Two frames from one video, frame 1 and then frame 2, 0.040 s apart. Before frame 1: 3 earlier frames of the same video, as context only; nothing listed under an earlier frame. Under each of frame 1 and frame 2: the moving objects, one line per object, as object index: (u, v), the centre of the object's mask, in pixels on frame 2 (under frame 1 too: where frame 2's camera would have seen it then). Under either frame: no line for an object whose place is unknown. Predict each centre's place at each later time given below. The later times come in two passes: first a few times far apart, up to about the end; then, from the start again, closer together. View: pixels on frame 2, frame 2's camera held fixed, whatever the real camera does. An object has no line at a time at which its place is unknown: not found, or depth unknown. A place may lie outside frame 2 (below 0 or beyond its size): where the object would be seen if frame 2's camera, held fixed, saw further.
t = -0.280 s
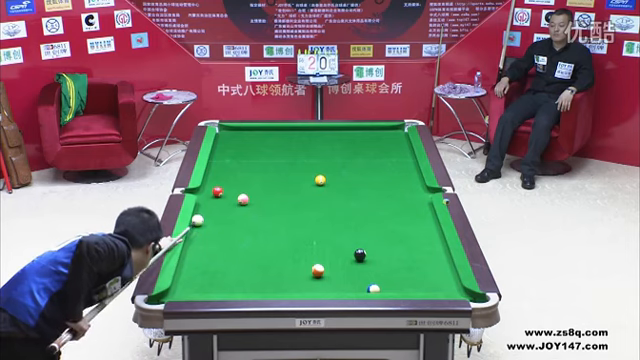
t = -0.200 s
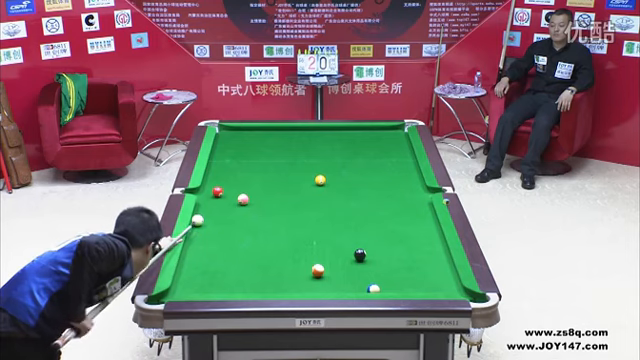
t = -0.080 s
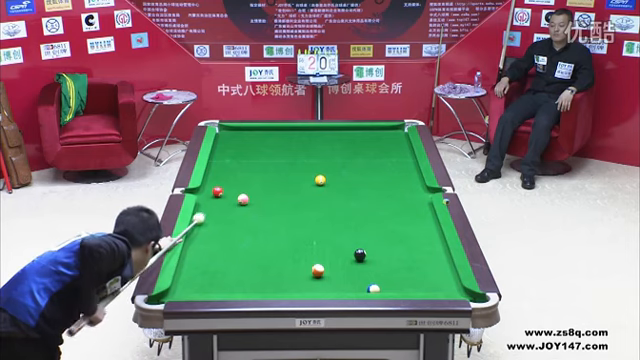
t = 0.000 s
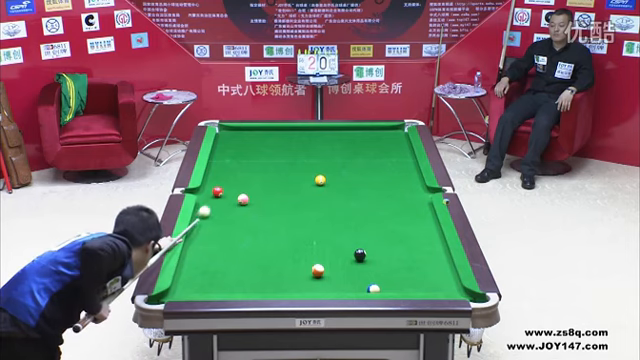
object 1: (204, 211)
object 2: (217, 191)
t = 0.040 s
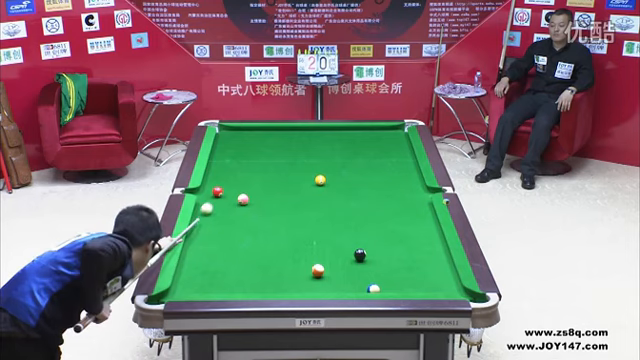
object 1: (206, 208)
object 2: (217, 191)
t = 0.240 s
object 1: (217, 196)
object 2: (217, 189)
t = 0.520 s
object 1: (229, 192)
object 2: (218, 180)
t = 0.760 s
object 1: (238, 189)
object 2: (218, 172)
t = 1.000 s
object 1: (247, 186)
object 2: (218, 166)
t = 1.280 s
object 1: (255, 183)
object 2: (218, 158)
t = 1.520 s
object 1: (262, 181)
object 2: (218, 153)
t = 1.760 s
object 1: (268, 179)
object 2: (218, 148)
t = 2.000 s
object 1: (273, 178)
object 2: (217, 144)
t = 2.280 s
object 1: (277, 176)
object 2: (218, 139)
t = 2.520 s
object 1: (280, 175)
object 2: (220, 135)
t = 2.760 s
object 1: (282, 175)
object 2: (222, 132)
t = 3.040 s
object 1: (284, 175)
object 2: (223, 129)
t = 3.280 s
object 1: (284, 175)
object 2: (223, 127)
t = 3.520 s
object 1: (284, 175)
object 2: (220, 128)
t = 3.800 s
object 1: (284, 175)
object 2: (220, 128)
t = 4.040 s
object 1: (284, 175)
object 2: (221, 128)
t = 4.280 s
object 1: (284, 175)
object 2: (221, 128)
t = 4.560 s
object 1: (284, 175)
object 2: (221, 128)
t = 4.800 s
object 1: (284, 175)
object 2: (221, 128)
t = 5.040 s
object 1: (284, 175)
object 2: (221, 128)
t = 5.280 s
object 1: (284, 175)
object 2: (221, 128)
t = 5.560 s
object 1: (284, 175)
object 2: (221, 128)
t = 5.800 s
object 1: (284, 175)
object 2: (221, 128)
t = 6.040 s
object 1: (284, 175)
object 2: (221, 128)
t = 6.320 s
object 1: (284, 175)
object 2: (221, 128)
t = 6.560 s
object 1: (284, 175)
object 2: (221, 128)
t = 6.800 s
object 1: (284, 174)
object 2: (221, 128)
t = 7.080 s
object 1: (284, 174)
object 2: (221, 128)
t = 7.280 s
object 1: (284, 174)
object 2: (221, 128)
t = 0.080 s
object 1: (208, 206)
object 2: (217, 191)
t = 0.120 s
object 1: (211, 203)
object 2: (217, 191)
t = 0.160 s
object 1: (212, 201)
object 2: (217, 190)
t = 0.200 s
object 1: (215, 198)
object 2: (218, 190)
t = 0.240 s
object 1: (217, 196)
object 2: (217, 189)
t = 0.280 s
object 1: (218, 195)
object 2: (217, 187)
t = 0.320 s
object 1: (220, 195)
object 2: (217, 186)
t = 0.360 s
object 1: (222, 194)
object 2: (217, 185)
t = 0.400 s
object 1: (224, 194)
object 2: (218, 184)
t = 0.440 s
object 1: (225, 193)
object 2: (218, 183)
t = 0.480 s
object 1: (227, 192)
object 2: (218, 181)
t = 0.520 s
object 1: (229, 192)
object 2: (218, 180)
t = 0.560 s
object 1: (230, 191)
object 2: (218, 179)
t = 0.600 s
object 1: (232, 191)
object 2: (218, 178)
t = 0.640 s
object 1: (233, 190)
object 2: (218, 177)
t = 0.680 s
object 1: (235, 190)
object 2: (218, 175)
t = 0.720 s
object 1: (236, 189)
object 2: (218, 174)
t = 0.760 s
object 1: (238, 189)
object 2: (218, 172)
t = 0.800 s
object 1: (240, 188)
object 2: (218, 172)
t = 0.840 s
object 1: (241, 188)
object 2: (218, 170)
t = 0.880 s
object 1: (243, 187)
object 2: (218, 169)
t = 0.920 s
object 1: (244, 187)
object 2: (218, 168)
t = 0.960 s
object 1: (245, 186)
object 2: (218, 167)
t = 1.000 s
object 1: (247, 186)
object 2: (218, 166)
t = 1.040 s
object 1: (248, 186)
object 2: (218, 165)
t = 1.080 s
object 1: (249, 185)
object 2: (218, 164)
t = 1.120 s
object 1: (251, 185)
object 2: (218, 163)
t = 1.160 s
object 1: (252, 184)
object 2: (218, 162)
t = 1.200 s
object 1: (253, 184)
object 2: (218, 161)
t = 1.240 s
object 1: (254, 184)
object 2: (218, 159)
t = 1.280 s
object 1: (255, 183)
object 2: (218, 158)
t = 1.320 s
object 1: (256, 183)
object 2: (218, 158)
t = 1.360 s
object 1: (258, 183)
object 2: (218, 157)
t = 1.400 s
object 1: (259, 182)
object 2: (218, 156)
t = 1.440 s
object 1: (260, 182)
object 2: (218, 155)
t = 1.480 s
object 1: (261, 181)
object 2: (218, 154)
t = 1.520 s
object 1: (262, 181)
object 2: (218, 153)
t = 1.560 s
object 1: (263, 181)
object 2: (218, 152)
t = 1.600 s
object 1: (264, 181)
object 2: (218, 151)
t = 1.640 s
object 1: (265, 180)
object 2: (218, 151)
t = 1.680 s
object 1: (266, 180)
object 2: (218, 150)
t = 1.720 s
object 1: (267, 180)
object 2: (218, 149)
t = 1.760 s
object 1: (268, 179)
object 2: (218, 148)
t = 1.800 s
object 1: (269, 179)
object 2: (218, 148)
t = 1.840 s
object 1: (269, 179)
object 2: (218, 147)
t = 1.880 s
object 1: (270, 179)
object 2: (218, 146)
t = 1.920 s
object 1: (271, 178)
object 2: (218, 145)
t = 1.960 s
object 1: (272, 178)
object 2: (218, 144)
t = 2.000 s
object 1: (273, 178)
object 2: (217, 144)
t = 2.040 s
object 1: (273, 178)
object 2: (217, 143)
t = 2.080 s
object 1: (274, 177)
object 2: (218, 142)
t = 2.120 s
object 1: (275, 177)
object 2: (217, 142)
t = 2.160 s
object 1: (275, 177)
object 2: (217, 141)
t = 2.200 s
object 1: (276, 177)
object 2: (218, 140)
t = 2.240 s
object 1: (276, 176)
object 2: (218, 140)
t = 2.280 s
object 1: (277, 176)
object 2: (218, 139)
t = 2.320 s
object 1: (277, 176)
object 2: (218, 138)
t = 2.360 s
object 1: (278, 176)
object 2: (219, 138)
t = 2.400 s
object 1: (278, 176)
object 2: (219, 137)
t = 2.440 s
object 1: (279, 176)
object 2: (219, 137)
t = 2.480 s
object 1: (279, 176)
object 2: (220, 136)
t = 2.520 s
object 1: (280, 175)
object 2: (220, 135)
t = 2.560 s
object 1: (280, 175)
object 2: (220, 135)
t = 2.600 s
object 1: (281, 175)
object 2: (220, 134)
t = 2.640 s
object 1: (281, 175)
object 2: (221, 134)
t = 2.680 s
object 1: (281, 175)
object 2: (221, 133)
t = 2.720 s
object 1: (282, 175)
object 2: (221, 133)
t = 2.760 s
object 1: (282, 175)
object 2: (222, 132)
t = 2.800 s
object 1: (282, 175)
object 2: (222, 131)
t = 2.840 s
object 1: (283, 175)
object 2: (222, 131)
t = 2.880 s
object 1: (283, 175)
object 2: (222, 131)
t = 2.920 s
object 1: (283, 175)
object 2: (223, 130)
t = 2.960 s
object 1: (283, 175)
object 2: (223, 130)
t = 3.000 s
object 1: (284, 175)
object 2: (223, 129)
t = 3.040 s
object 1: (284, 175)
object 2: (223, 129)
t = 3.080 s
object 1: (284, 175)
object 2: (223, 128)
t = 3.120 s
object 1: (284, 175)
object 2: (224, 128)
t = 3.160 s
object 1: (284, 175)
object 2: (224, 128)
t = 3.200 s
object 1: (284, 175)
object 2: (224, 128)
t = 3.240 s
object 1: (284, 175)
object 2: (223, 127)
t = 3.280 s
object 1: (284, 175)
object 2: (223, 127)
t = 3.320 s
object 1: (284, 175)
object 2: (222, 128)
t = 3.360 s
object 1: (284, 175)
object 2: (221, 128)
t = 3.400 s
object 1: (284, 175)
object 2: (220, 128)
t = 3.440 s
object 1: (284, 175)
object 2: (220, 128)
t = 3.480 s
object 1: (284, 175)
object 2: (220, 128)
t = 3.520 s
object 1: (284, 175)
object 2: (220, 128)
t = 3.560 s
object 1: (284, 175)
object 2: (219, 128)
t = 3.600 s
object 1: (284, 175)
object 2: (220, 128)
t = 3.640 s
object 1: (284, 174)
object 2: (220, 128)
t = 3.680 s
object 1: (284, 175)
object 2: (220, 128)
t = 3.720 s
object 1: (284, 175)
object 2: (220, 128)
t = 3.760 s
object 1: (284, 175)
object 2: (220, 128)
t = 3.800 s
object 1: (284, 175)
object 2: (220, 128)
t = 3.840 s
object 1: (284, 175)
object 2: (221, 128)
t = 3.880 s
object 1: (284, 174)
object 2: (221, 128)
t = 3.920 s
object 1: (284, 175)
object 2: (221, 128)
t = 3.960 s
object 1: (284, 175)
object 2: (221, 128)
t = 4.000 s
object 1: (284, 175)
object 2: (221, 128)
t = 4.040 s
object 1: (284, 175)
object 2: (221, 128)
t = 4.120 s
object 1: (284, 174)
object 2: (221, 128)
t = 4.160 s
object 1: (284, 175)
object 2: (221, 128)
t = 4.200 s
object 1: (284, 175)
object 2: (221, 128)
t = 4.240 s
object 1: (284, 175)
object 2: (221, 128)
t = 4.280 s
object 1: (284, 175)
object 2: (221, 128)
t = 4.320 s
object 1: (284, 175)
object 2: (221, 128)
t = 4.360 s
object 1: (284, 175)
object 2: (221, 128)
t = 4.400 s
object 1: (284, 175)
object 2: (221, 128)
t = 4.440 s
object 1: (284, 175)
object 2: (221, 128)
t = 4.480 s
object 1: (284, 175)
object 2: (221, 128)
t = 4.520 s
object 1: (284, 175)
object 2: (221, 128)
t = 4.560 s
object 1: (284, 175)
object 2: (221, 128)
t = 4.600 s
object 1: (284, 175)
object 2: (221, 128)
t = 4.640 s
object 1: (284, 174)
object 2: (221, 128)
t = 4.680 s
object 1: (284, 174)
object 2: (221, 128)
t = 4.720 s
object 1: (284, 175)
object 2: (221, 128)
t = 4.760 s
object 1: (284, 175)
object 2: (221, 128)
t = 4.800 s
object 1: (284, 175)
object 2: (221, 128)
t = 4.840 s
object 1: (284, 175)
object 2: (221, 128)
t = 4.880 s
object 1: (284, 175)
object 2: (221, 128)
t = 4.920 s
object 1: (284, 174)
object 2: (221, 128)
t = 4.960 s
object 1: (284, 175)
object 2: (221, 128)
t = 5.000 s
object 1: (284, 175)
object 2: (221, 128)
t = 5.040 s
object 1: (284, 175)
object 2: (221, 128)
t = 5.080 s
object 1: (284, 175)
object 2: (221, 128)
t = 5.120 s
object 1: (284, 175)
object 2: (221, 128)
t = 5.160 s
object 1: (284, 175)
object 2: (221, 128)
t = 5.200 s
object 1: (284, 175)
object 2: (221, 128)
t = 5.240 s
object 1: (284, 174)
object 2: (221, 128)
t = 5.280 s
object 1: (284, 175)
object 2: (221, 128)
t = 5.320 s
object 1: (284, 175)
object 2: (221, 128)
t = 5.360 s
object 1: (284, 175)
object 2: (221, 128)
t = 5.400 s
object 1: (284, 175)
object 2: (221, 128)
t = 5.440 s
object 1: (284, 175)
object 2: (221, 128)
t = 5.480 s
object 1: (284, 174)
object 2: (221, 128)
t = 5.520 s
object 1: (284, 175)
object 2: (221, 128)
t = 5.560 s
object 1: (284, 175)
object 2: (221, 128)
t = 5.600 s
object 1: (284, 175)
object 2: (221, 128)
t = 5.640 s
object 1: (284, 175)
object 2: (221, 128)
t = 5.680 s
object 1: (284, 174)
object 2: (221, 128)
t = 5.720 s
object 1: (284, 175)
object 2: (221, 128)
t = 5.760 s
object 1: (284, 175)
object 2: (221, 128)
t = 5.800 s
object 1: (284, 175)
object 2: (221, 128)
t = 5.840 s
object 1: (284, 175)
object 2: (221, 128)
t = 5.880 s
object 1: (284, 175)
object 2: (221, 128)
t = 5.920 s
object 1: (284, 175)
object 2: (221, 128)
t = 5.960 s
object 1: (284, 175)
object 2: (221, 128)
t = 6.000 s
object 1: (284, 175)
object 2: (221, 128)
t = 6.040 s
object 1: (284, 175)
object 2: (221, 128)
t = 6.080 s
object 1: (284, 174)
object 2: (221, 128)
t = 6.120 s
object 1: (284, 175)
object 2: (221, 128)
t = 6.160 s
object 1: (284, 175)
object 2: (221, 128)
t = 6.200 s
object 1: (284, 175)
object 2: (221, 128)
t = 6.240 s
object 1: (284, 175)
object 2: (221, 128)
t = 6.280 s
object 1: (284, 175)
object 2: (221, 128)
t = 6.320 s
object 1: (284, 175)
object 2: (221, 128)
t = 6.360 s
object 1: (284, 174)
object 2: (221, 128)
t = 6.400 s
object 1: (284, 174)
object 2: (221, 128)
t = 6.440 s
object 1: (284, 174)
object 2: (221, 128)
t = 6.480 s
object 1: (284, 175)
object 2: (221, 128)
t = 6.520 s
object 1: (284, 174)
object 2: (221, 128)
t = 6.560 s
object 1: (284, 175)
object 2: (221, 128)
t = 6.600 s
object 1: (284, 174)
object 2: (221, 128)
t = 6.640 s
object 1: (284, 174)
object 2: (221, 128)
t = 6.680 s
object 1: (284, 175)
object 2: (221, 128)
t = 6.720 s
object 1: (284, 174)
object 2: (221, 128)
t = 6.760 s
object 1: (284, 174)
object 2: (221, 128)
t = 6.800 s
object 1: (284, 174)
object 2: (221, 128)
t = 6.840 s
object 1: (284, 175)
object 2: (221, 128)
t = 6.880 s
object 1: (284, 174)
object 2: (221, 128)
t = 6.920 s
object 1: (284, 174)
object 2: (221, 128)
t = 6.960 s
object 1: (284, 174)
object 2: (221, 128)
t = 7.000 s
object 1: (284, 174)
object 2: (221, 128)
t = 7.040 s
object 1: (284, 174)
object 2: (221, 128)
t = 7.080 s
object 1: (284, 174)
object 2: (221, 128)
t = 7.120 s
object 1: (284, 174)
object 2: (221, 128)
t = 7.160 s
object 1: (284, 174)
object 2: (221, 128)
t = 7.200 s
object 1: (284, 174)
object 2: (221, 128)
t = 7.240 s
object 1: (284, 174)
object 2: (221, 128)
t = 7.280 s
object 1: (284, 174)
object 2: (221, 128)
